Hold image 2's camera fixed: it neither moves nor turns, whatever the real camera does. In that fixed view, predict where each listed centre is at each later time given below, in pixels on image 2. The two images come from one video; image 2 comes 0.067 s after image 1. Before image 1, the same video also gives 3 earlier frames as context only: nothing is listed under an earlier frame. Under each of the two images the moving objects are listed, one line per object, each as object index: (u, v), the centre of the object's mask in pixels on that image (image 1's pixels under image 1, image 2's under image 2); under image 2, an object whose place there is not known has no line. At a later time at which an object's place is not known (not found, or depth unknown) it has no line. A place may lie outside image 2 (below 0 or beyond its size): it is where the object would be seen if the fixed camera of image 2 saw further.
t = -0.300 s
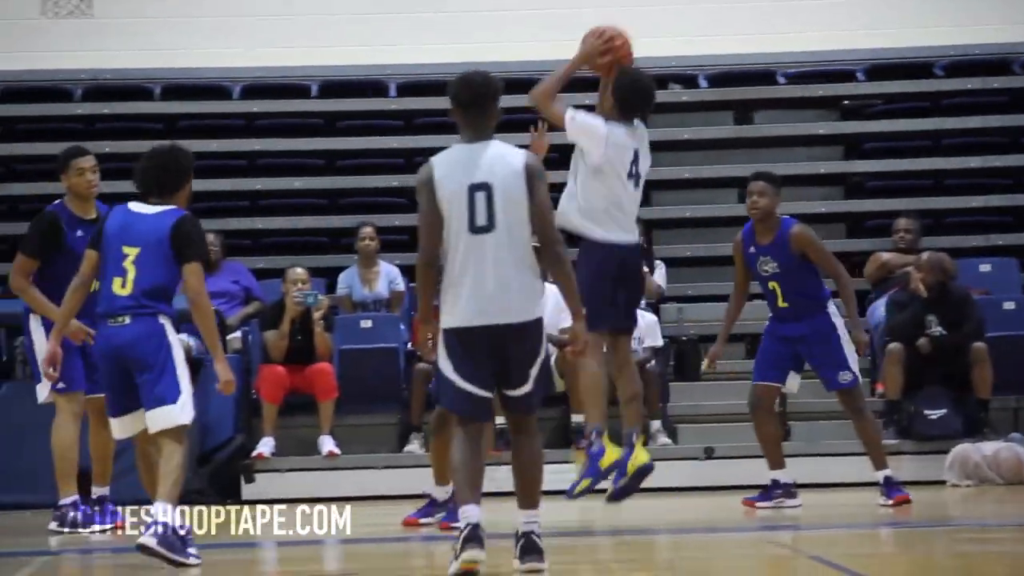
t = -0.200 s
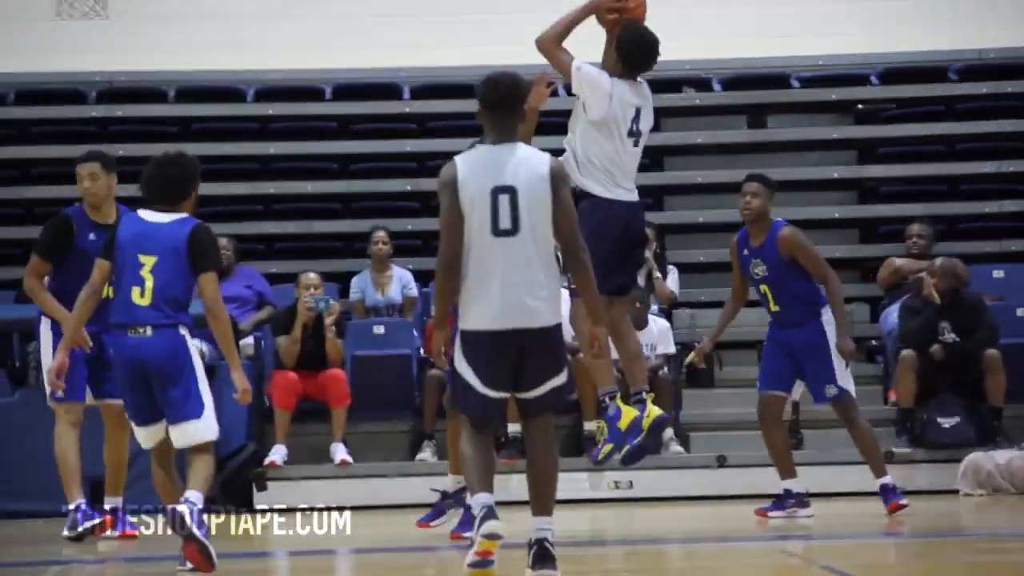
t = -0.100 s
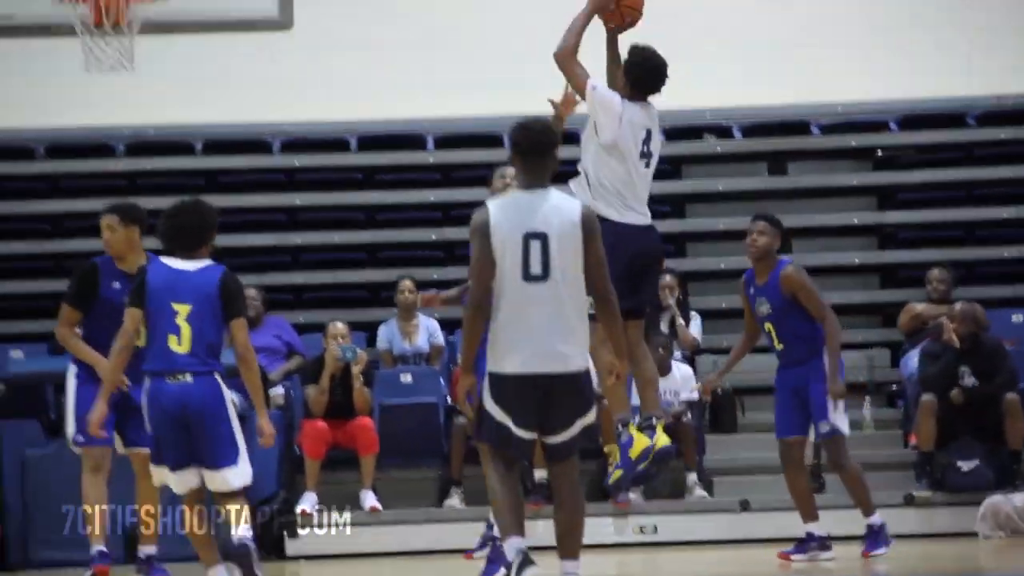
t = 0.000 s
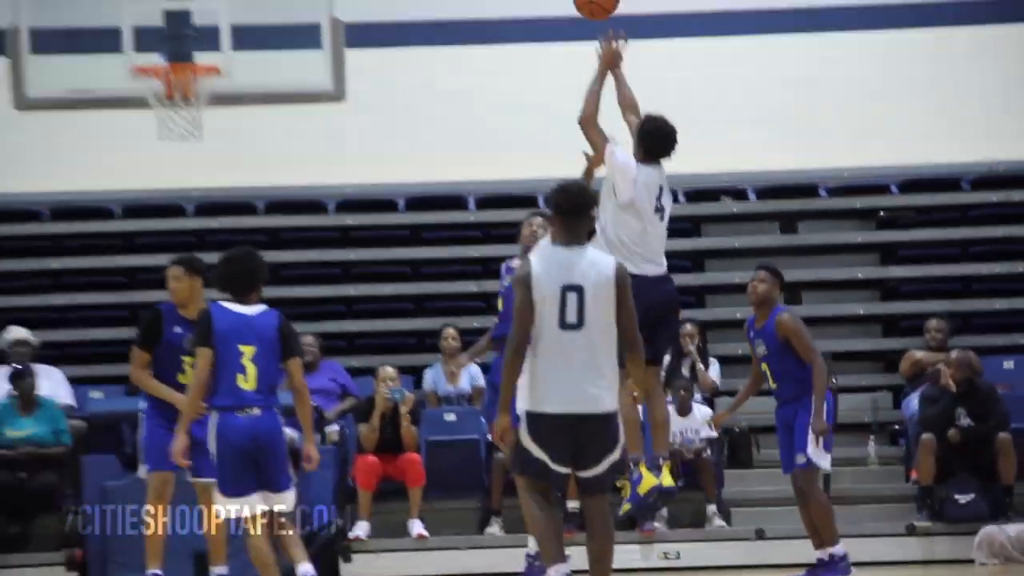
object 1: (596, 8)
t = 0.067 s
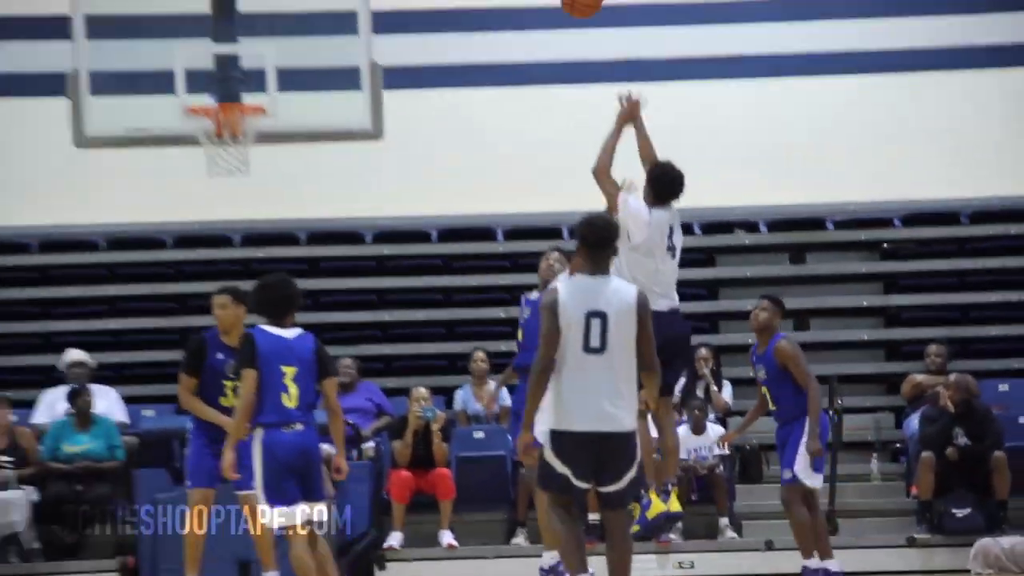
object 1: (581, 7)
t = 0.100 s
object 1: (564, -14)
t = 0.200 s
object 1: (515, -68)
